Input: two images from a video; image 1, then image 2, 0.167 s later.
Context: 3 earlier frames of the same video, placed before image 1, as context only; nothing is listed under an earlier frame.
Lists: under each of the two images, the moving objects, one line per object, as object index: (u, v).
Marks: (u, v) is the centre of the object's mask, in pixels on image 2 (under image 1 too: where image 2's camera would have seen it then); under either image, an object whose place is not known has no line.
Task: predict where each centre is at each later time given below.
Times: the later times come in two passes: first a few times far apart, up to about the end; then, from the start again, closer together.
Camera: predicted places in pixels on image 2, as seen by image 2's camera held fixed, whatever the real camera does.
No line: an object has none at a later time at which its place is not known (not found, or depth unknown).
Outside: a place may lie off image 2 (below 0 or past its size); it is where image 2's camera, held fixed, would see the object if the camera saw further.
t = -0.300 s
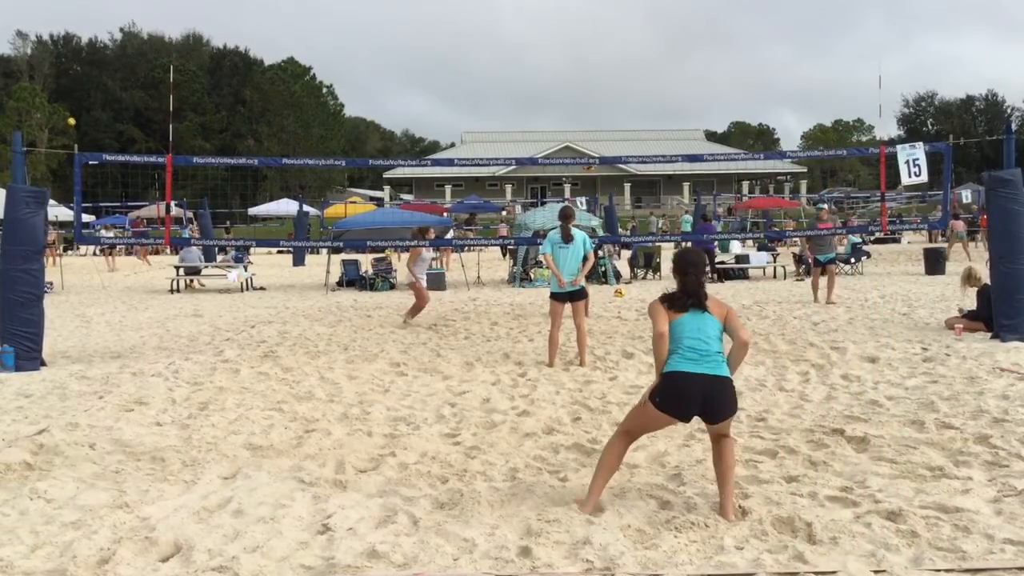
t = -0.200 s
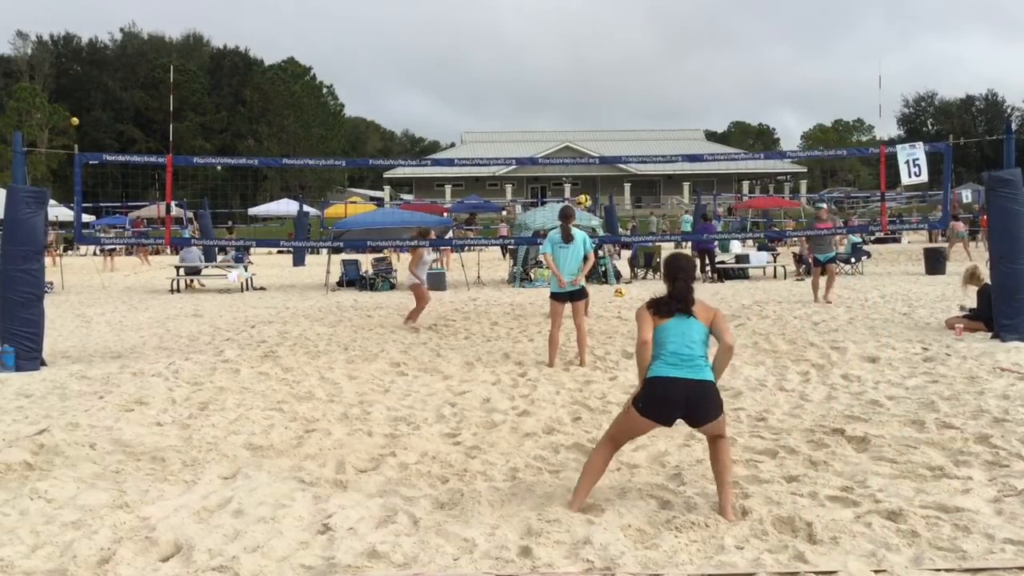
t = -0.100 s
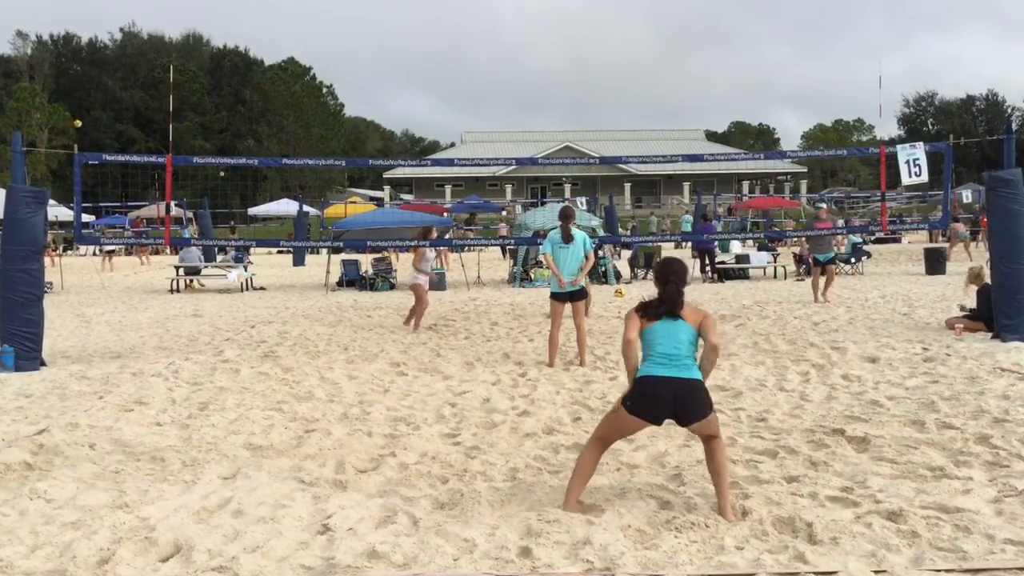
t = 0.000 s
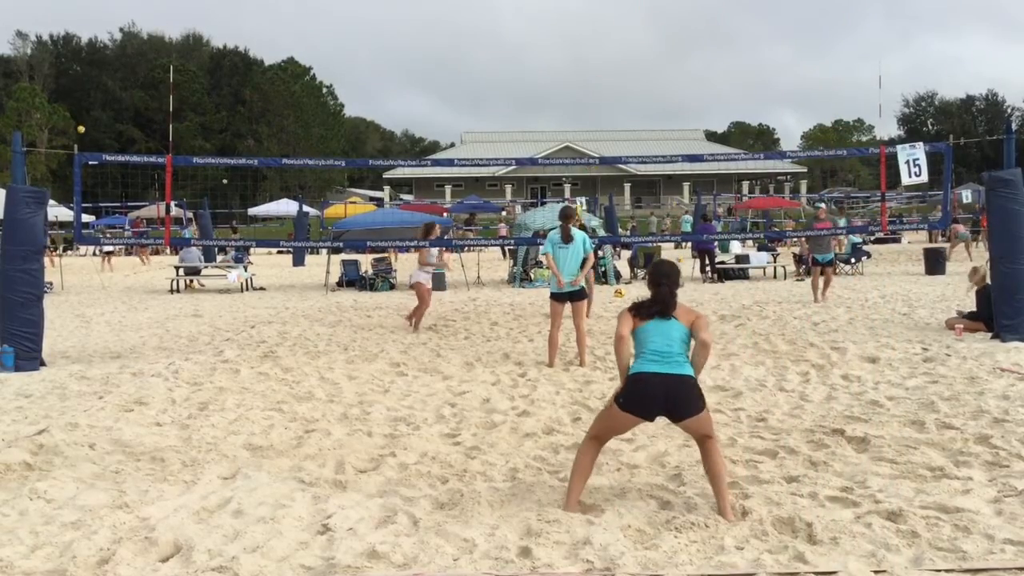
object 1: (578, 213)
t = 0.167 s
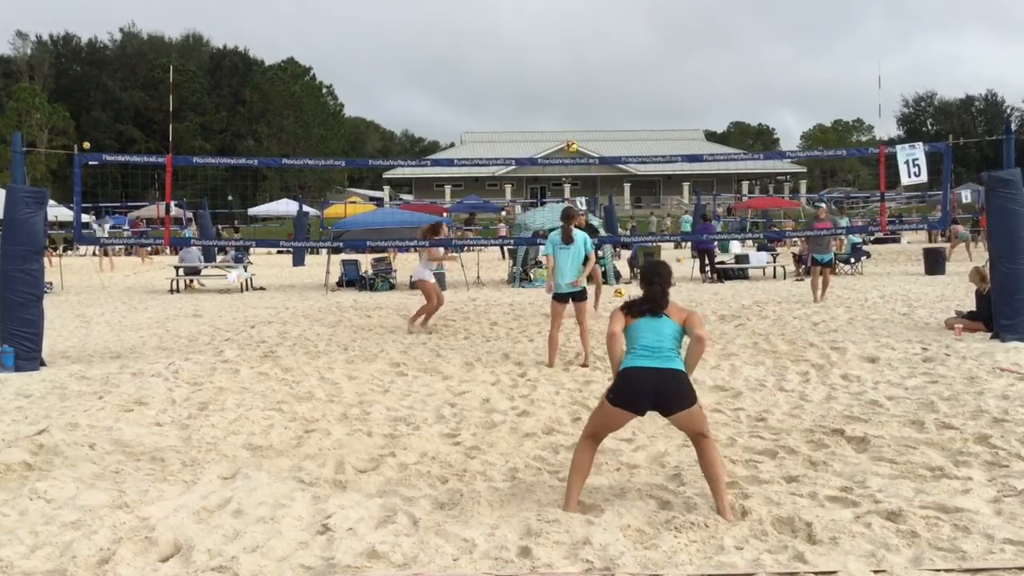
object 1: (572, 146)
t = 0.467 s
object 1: (561, 73)
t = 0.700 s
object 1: (554, 54)
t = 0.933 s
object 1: (546, 73)
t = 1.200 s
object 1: (539, 144)
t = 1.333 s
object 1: (535, 200)
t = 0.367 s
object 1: (565, 92)
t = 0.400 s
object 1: (563, 85)
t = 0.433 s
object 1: (562, 78)
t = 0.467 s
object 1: (561, 73)
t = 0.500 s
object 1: (560, 68)
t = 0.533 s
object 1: (560, 64)
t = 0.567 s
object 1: (558, 60)
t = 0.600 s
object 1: (557, 58)
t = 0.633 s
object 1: (556, 56)
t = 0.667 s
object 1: (555, 55)
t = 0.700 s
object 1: (554, 54)
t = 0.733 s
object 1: (553, 55)
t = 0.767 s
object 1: (552, 56)
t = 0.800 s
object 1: (551, 58)
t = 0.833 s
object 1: (550, 60)
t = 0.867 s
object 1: (549, 64)
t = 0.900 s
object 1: (547, 68)
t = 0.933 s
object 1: (546, 73)
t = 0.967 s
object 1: (545, 79)
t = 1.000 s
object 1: (544, 86)
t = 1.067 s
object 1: (542, 102)
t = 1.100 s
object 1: (542, 111)
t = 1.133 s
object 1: (541, 121)
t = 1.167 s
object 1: (539, 132)
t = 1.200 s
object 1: (539, 144)
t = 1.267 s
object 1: (536, 172)
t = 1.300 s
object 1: (536, 185)
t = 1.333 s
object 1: (535, 200)
